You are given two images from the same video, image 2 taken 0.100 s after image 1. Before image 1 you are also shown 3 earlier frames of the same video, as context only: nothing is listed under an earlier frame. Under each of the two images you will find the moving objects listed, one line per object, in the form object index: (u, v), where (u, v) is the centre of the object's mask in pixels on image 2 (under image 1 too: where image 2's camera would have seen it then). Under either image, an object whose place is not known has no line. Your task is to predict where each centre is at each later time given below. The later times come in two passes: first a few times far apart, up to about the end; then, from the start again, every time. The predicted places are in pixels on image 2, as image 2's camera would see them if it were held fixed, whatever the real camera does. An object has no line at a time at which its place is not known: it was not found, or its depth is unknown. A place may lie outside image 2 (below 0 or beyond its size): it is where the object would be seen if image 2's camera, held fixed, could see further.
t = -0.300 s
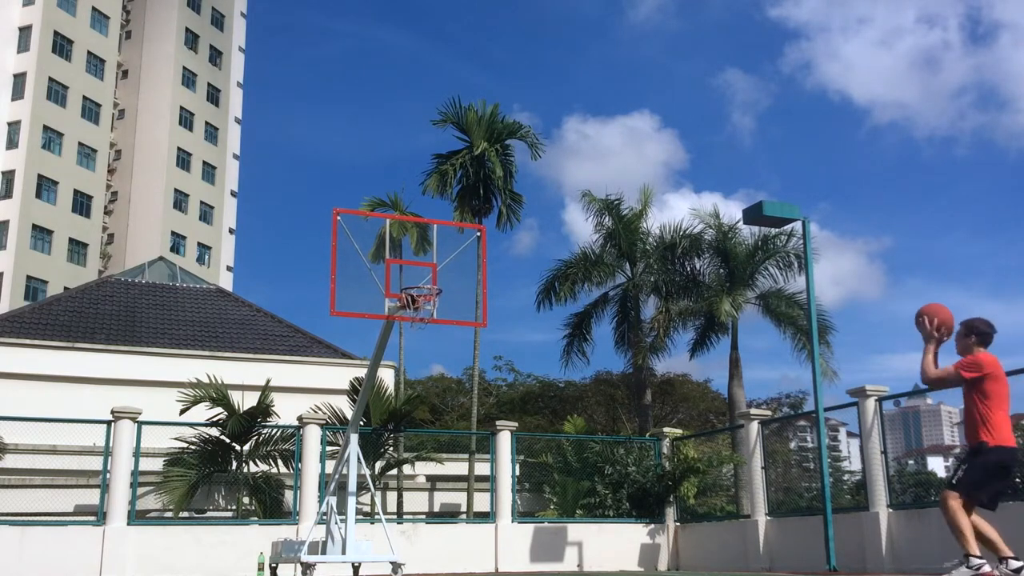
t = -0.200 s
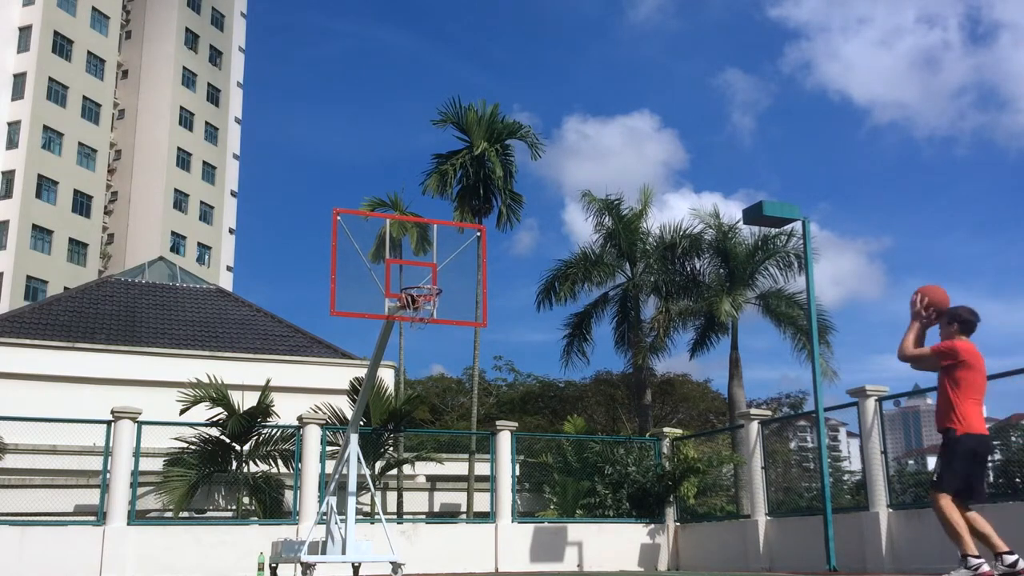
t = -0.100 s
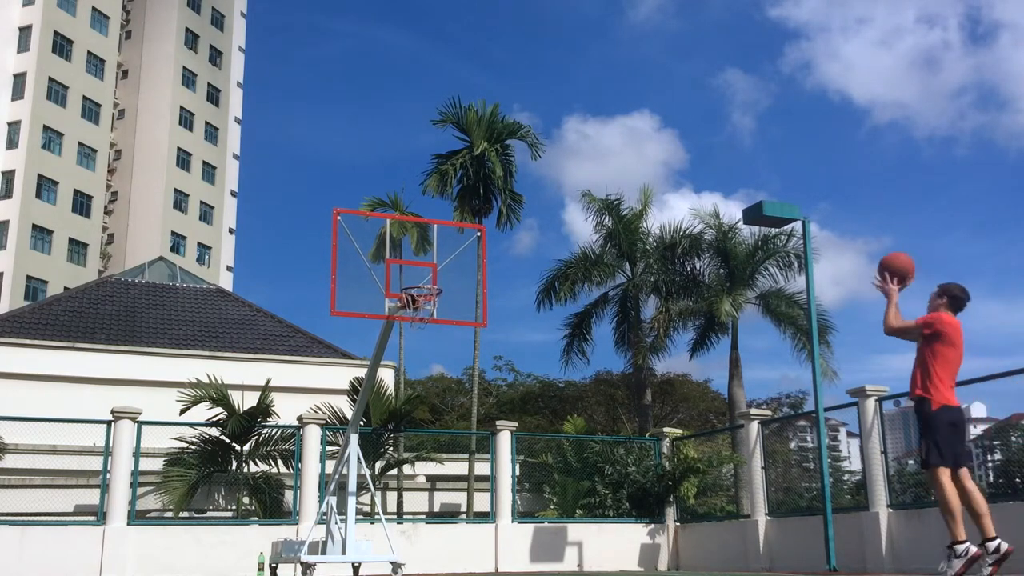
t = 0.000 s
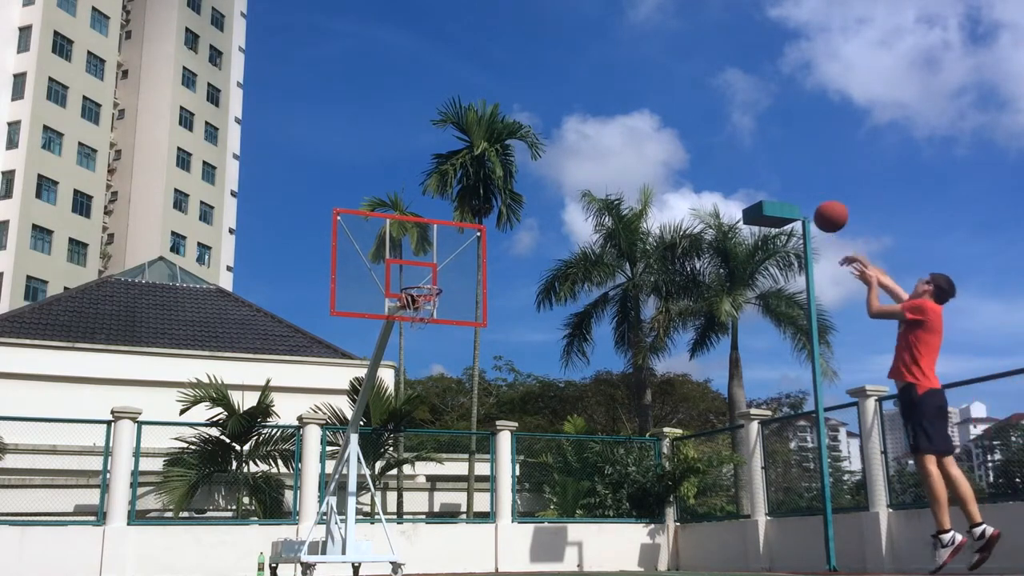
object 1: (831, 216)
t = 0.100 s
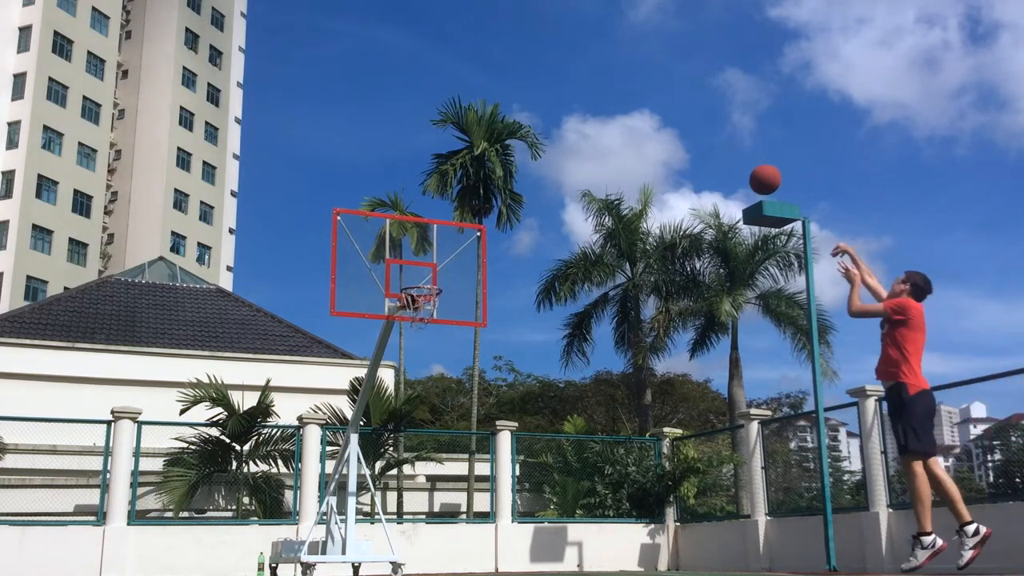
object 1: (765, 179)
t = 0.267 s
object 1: (674, 150)
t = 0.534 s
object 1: (560, 167)
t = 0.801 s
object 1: (469, 243)
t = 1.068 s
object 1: (490, 290)
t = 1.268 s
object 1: (565, 333)
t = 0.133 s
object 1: (745, 171)
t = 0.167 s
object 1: (726, 163)
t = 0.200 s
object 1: (708, 158)
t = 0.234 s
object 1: (690, 154)
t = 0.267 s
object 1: (674, 150)
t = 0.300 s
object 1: (658, 149)
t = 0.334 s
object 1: (642, 149)
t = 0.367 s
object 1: (627, 149)
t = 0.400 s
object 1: (613, 151)
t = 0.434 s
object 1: (599, 154)
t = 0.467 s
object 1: (585, 157)
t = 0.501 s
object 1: (572, 162)
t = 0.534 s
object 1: (560, 167)
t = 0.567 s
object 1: (547, 174)
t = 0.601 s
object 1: (536, 181)
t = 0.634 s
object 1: (524, 189)
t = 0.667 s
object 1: (513, 197)
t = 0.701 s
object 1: (502, 207)
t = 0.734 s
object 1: (490, 219)
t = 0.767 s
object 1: (480, 231)
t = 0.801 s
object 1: (469, 243)
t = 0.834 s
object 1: (459, 256)
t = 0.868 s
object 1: (449, 270)
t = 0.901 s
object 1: (439, 284)
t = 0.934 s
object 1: (448, 284)
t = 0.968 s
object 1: (458, 284)
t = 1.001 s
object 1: (468, 285)
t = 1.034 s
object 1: (479, 287)
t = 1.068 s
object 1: (490, 290)
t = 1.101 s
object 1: (502, 294)
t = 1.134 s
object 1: (514, 299)
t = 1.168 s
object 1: (526, 306)
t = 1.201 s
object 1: (539, 314)
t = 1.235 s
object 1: (551, 323)
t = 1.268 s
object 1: (565, 333)
